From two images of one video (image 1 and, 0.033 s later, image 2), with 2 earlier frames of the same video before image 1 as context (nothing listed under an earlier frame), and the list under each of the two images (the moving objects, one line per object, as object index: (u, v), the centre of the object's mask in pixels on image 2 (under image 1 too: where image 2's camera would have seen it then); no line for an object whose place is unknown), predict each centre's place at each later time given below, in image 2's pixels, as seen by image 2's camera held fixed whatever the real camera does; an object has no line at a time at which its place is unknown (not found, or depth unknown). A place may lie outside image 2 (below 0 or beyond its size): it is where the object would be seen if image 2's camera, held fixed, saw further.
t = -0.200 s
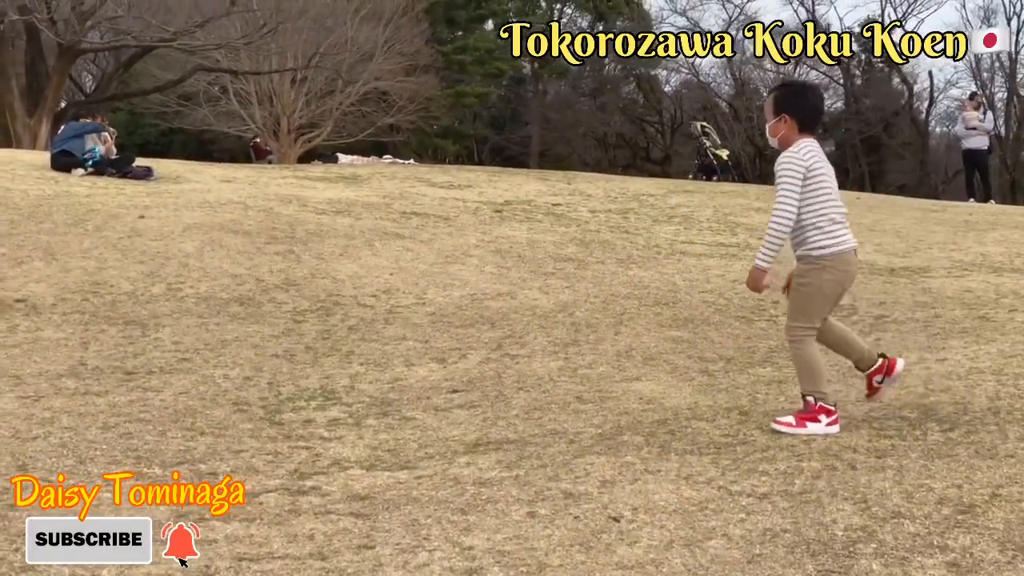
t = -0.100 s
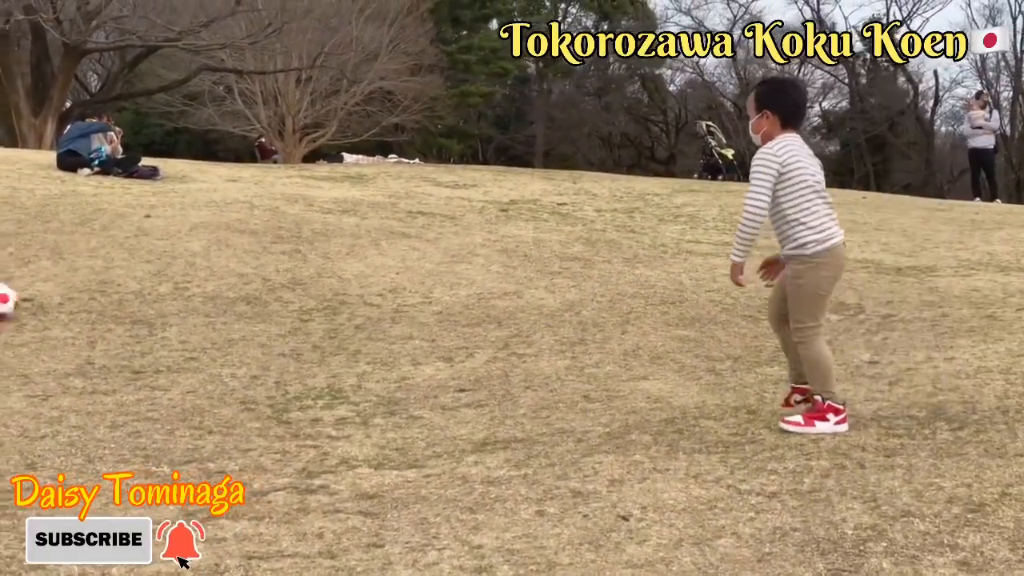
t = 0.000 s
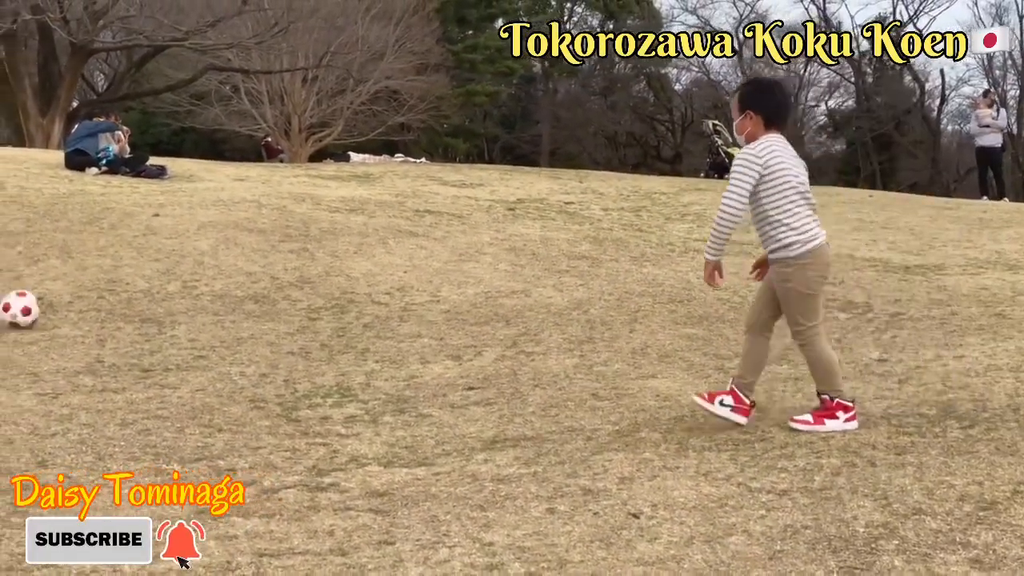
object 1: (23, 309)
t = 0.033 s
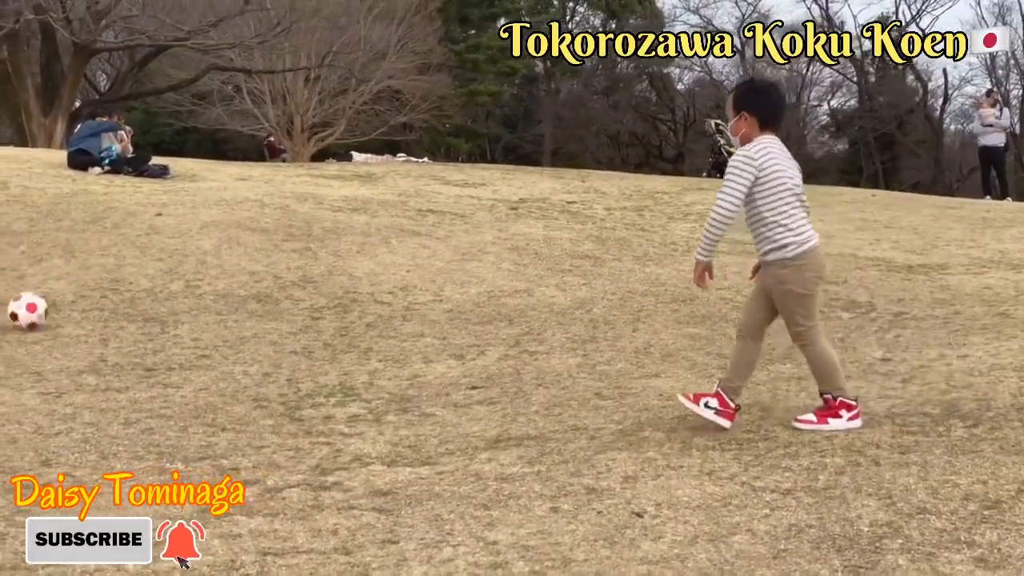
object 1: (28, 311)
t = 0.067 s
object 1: (32, 313)
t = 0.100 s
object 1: (37, 316)
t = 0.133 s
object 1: (42, 316)
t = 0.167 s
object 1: (47, 317)
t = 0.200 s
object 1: (52, 321)
